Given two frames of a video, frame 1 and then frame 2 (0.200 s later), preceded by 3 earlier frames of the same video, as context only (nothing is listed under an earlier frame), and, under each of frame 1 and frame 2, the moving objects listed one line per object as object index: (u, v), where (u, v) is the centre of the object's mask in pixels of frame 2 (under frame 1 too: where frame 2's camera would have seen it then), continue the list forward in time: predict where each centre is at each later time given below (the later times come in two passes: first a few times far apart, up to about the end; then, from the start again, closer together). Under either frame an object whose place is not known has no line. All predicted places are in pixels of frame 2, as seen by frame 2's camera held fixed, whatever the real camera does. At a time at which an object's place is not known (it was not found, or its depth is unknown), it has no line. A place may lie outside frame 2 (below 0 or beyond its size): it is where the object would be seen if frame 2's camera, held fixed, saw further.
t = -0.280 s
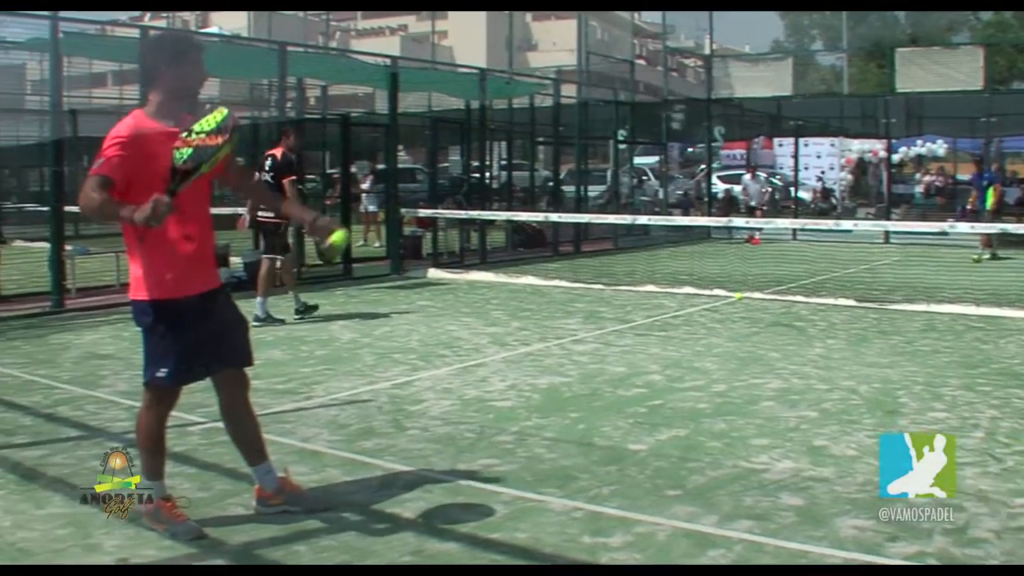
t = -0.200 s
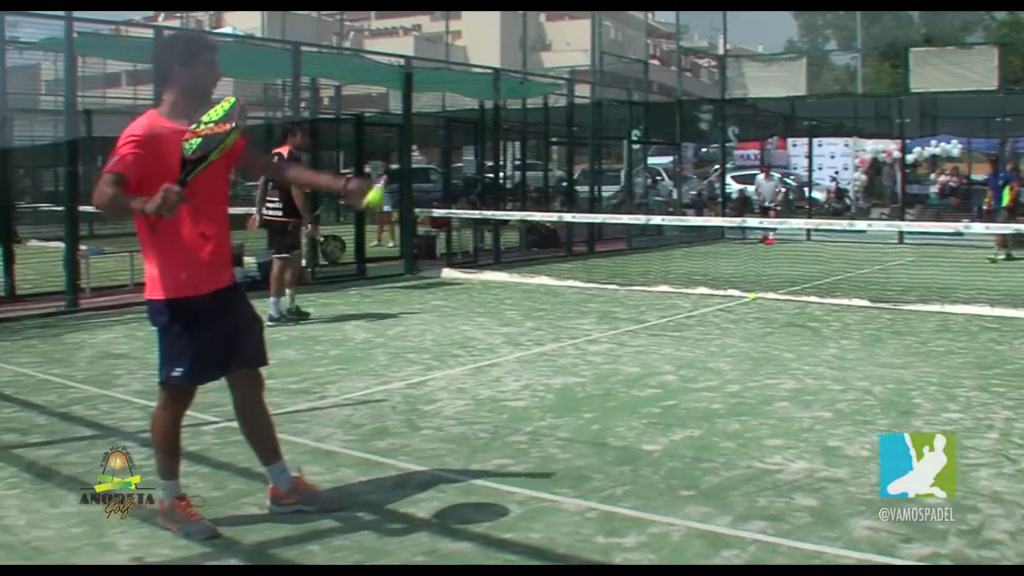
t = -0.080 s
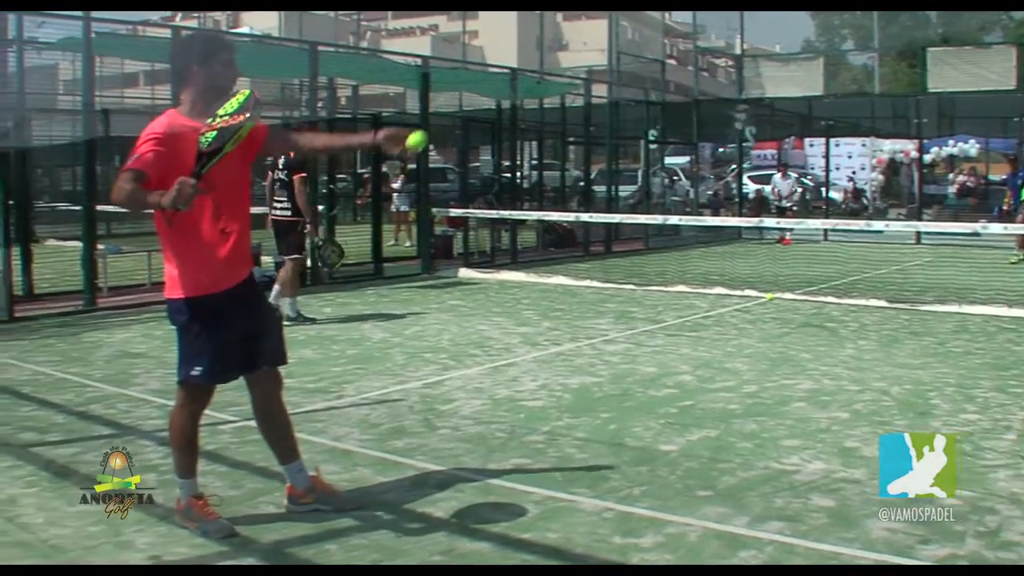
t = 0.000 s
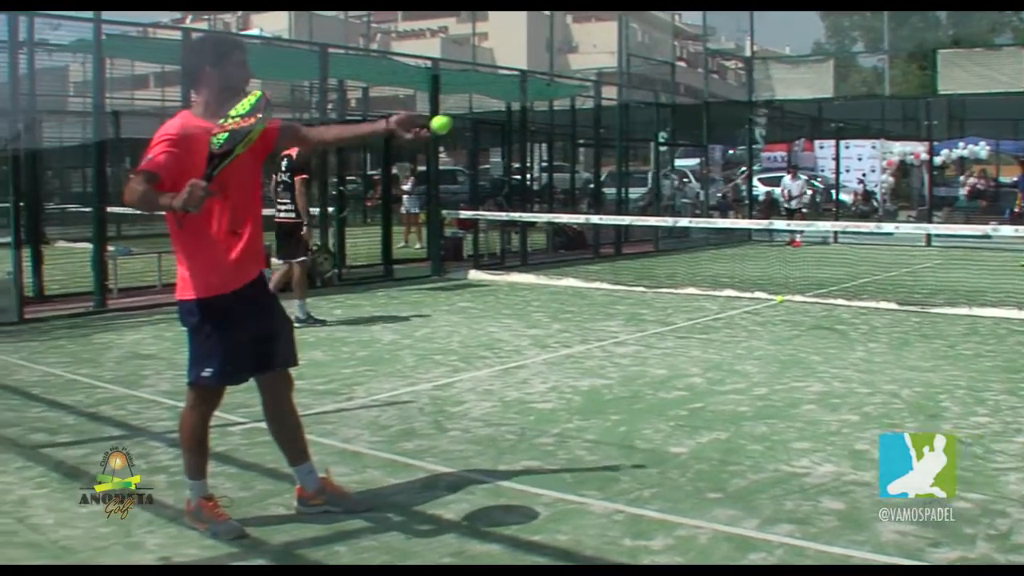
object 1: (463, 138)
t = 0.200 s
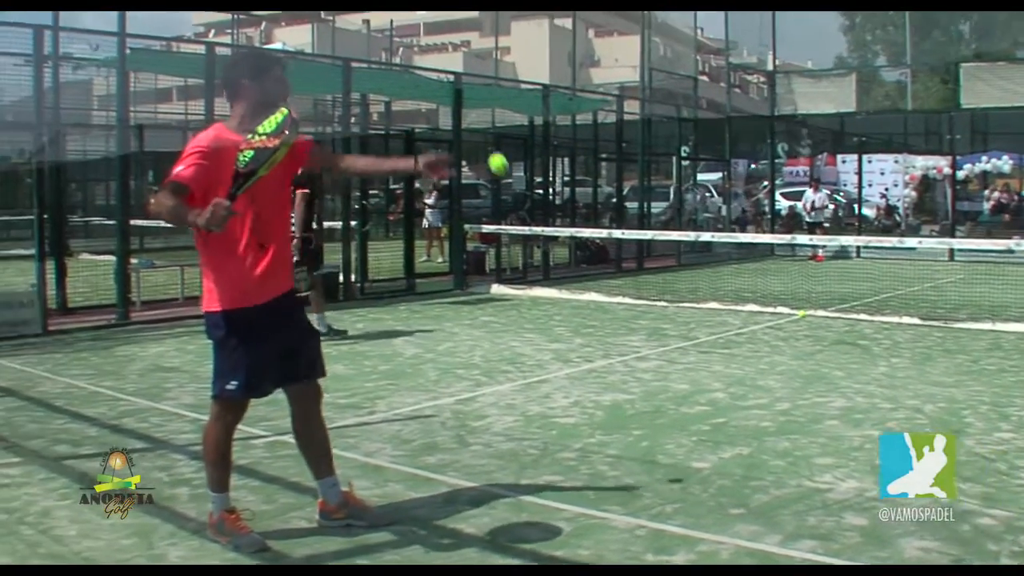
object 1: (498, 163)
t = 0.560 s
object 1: (554, 449)
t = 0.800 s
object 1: (574, 348)
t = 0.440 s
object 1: (538, 322)
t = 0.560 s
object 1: (554, 449)
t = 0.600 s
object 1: (559, 497)
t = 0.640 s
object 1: (563, 473)
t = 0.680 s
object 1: (564, 436)
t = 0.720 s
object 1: (568, 403)
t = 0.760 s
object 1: (570, 373)
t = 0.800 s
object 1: (574, 348)
